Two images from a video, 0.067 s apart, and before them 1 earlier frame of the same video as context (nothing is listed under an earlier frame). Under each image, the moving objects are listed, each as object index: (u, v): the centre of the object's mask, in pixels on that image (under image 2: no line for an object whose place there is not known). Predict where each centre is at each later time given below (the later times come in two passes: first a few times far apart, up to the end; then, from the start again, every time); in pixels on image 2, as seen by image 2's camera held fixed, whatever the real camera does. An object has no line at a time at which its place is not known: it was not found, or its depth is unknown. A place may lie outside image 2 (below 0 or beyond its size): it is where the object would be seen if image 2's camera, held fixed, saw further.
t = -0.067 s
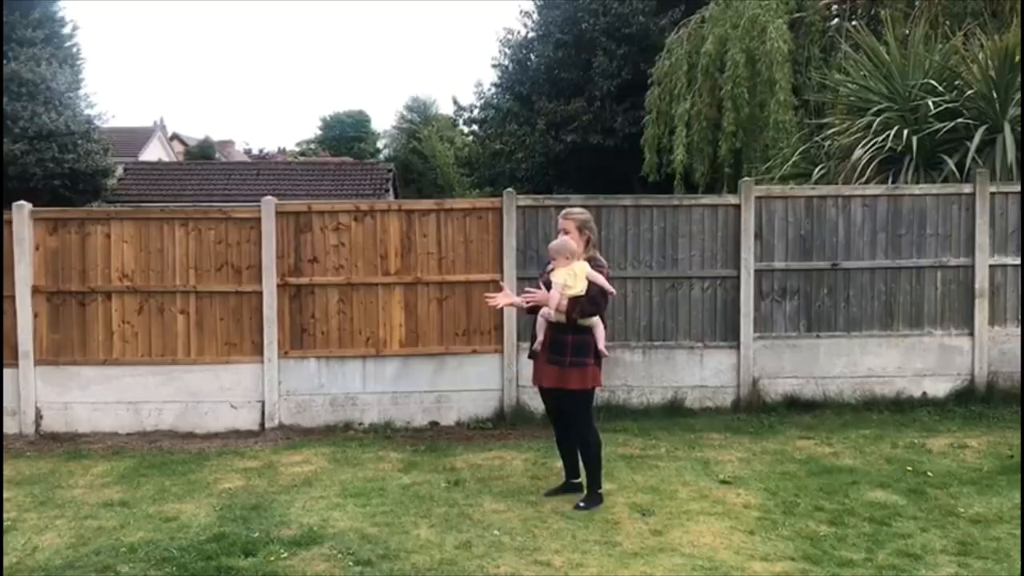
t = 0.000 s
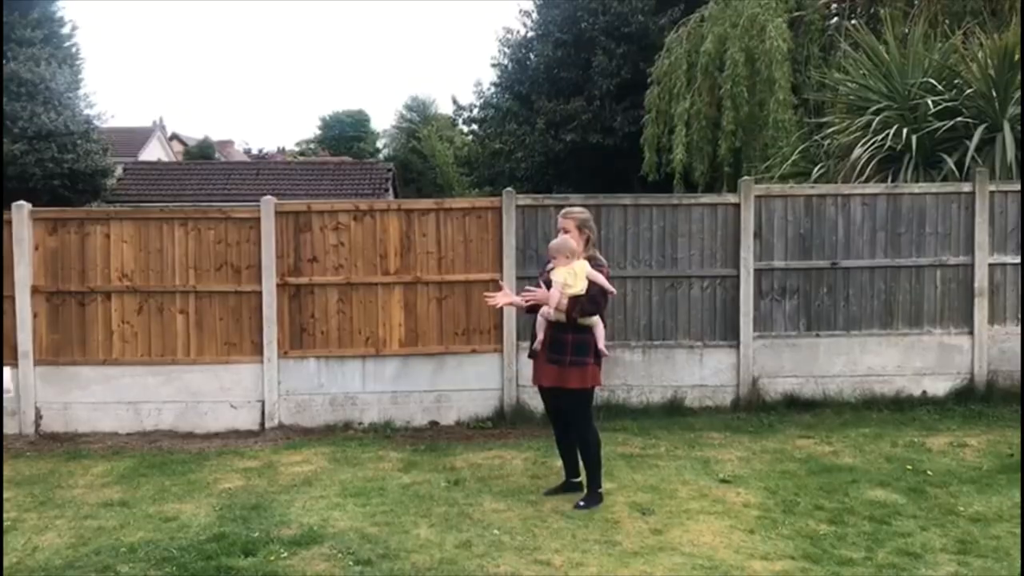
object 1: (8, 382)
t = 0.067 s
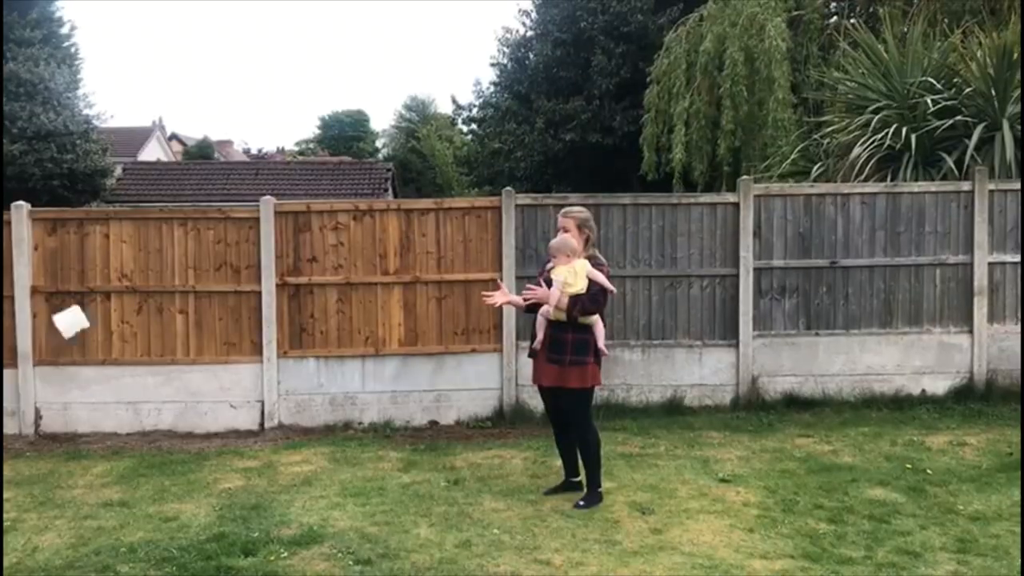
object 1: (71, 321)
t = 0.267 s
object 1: (270, 211)
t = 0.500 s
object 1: (460, 200)
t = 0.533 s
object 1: (484, 206)
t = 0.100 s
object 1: (106, 296)
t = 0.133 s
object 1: (141, 273)
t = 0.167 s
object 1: (175, 254)
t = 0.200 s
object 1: (208, 236)
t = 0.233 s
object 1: (239, 224)
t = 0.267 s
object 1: (270, 211)
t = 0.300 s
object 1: (300, 204)
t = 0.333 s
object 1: (328, 197)
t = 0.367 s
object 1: (357, 194)
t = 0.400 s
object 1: (383, 192)
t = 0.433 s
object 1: (410, 192)
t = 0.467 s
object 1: (435, 194)
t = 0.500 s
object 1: (460, 200)
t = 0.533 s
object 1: (484, 206)
